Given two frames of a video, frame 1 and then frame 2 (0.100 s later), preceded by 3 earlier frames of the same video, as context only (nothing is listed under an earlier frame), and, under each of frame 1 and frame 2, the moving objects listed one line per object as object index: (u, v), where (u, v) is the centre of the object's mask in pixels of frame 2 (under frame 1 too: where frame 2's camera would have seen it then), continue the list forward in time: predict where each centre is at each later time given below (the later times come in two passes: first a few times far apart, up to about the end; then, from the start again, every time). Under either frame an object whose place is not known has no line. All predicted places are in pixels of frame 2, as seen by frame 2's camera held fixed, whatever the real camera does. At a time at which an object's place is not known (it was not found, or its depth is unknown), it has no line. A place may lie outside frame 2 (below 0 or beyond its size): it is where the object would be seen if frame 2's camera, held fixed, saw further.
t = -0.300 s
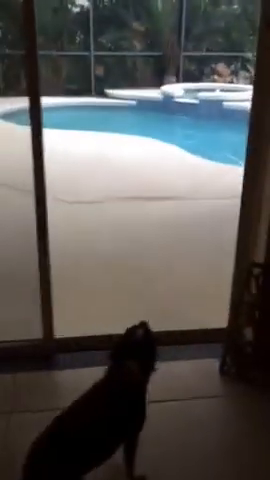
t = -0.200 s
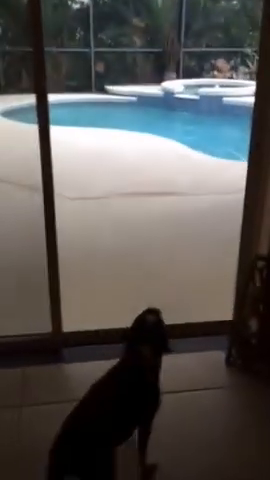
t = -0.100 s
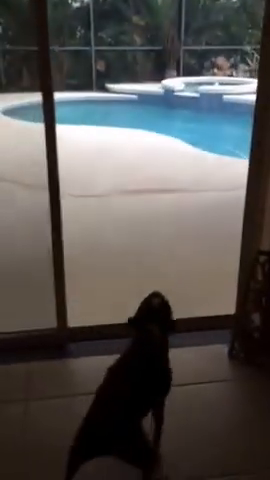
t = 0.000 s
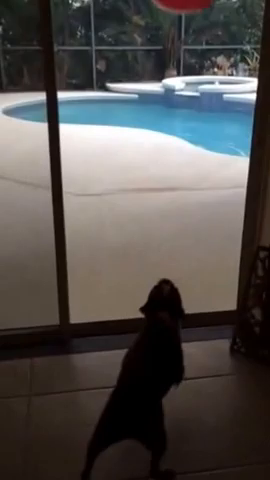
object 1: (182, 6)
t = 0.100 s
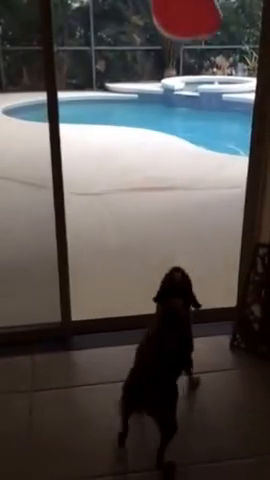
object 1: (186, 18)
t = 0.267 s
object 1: (195, 54)
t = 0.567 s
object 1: (220, 120)
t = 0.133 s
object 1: (187, 23)
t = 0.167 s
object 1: (189, 29)
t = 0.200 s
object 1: (191, 37)
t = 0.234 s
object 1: (192, 46)
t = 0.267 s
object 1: (195, 54)
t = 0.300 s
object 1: (197, 63)
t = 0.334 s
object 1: (199, 71)
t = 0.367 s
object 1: (202, 79)
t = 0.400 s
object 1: (205, 87)
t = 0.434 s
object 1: (207, 94)
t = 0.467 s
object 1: (211, 101)
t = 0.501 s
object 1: (214, 108)
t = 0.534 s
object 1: (217, 114)
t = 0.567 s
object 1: (220, 120)
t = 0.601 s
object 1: (223, 126)
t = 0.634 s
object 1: (226, 131)
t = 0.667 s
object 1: (230, 137)
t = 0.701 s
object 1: (231, 143)
